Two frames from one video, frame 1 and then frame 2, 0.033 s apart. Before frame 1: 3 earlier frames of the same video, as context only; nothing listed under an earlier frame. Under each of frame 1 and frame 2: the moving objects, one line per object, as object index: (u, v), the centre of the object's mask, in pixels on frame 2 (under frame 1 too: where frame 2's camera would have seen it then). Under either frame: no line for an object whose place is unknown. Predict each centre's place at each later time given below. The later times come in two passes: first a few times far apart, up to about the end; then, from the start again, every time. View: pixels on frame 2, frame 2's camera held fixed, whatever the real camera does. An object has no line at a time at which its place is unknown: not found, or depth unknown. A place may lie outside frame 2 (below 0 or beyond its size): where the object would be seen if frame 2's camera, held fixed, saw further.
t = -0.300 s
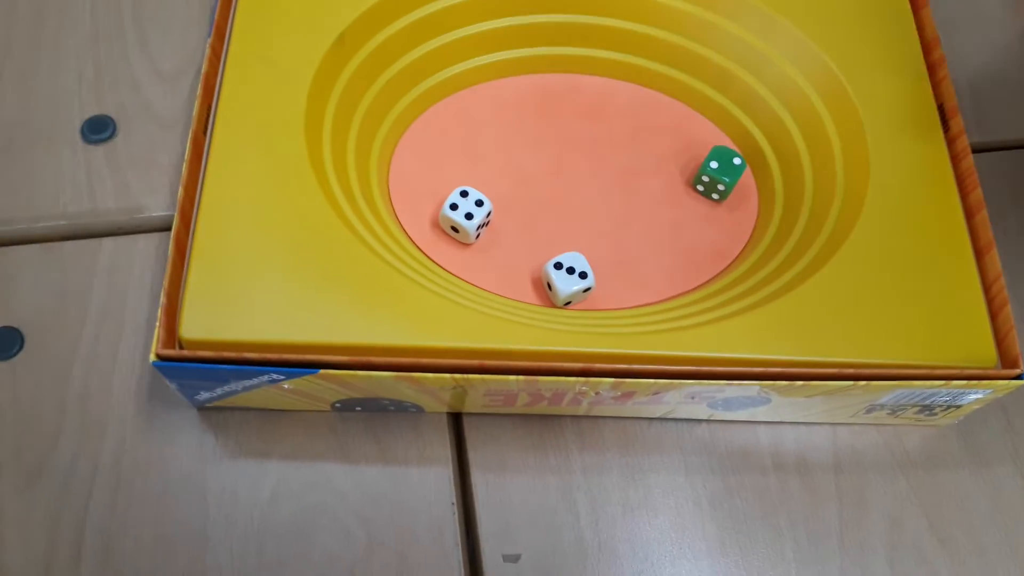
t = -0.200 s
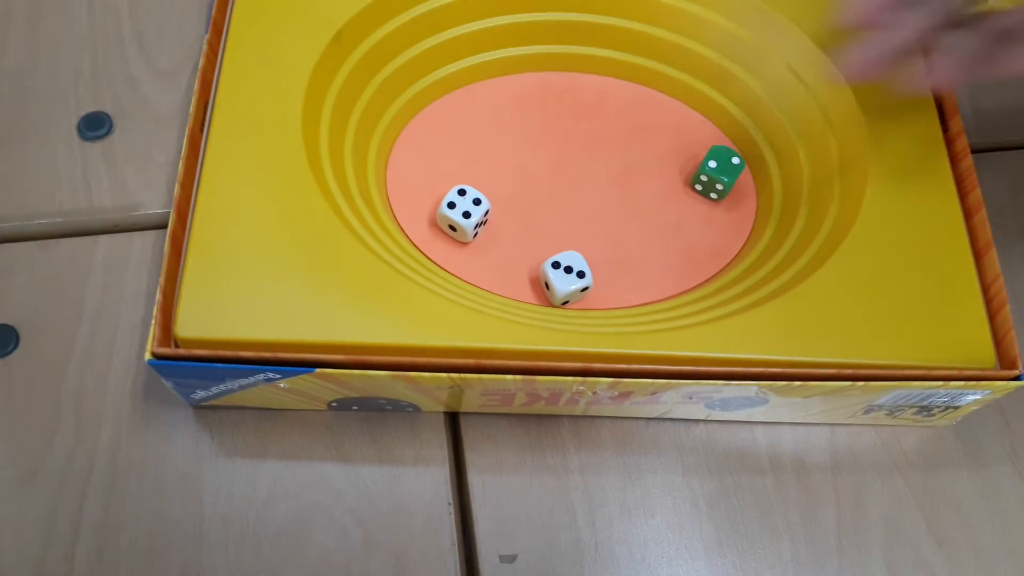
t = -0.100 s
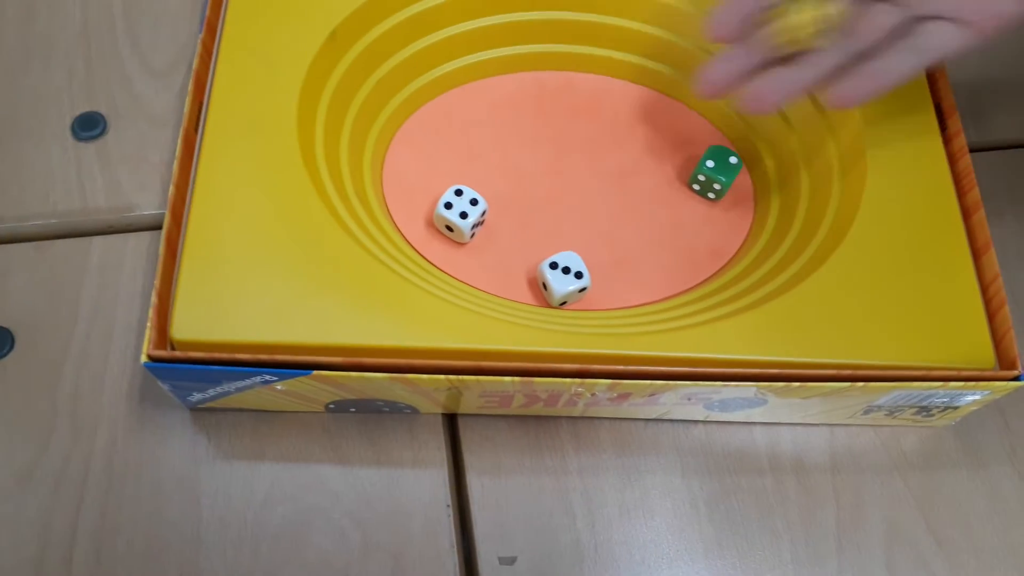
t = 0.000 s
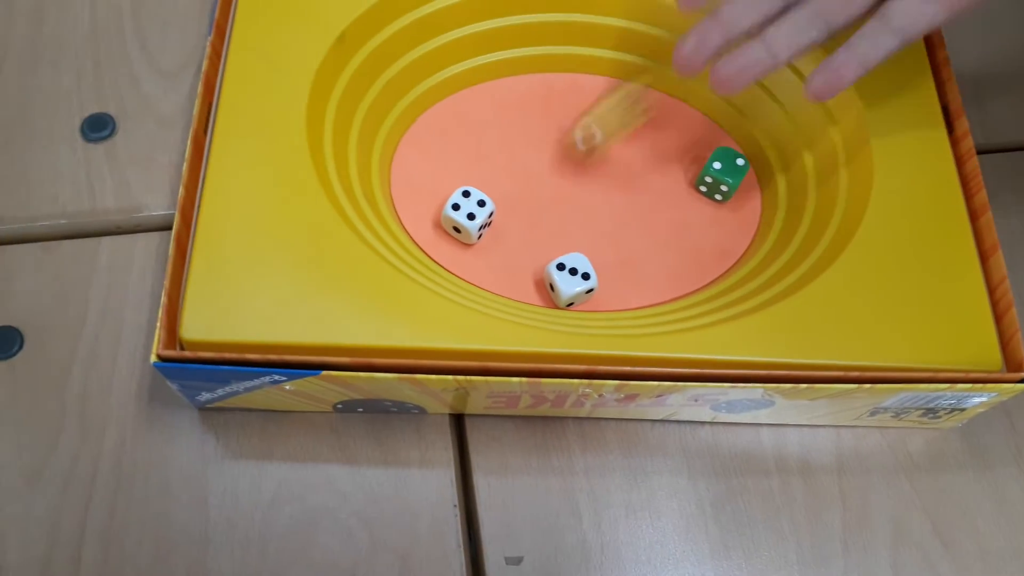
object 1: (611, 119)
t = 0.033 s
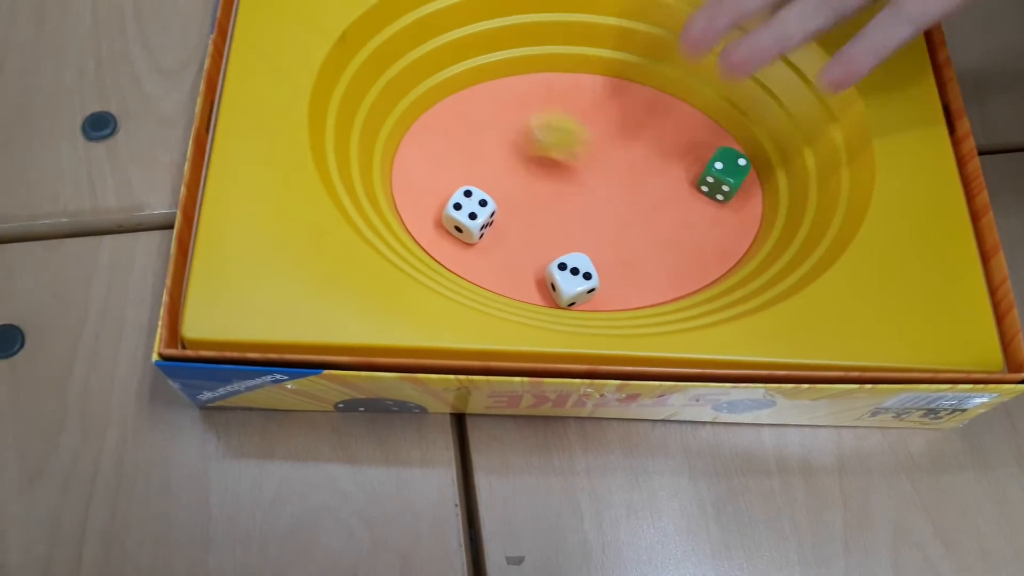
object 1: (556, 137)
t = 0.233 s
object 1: (444, 167)
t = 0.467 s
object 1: (411, 192)
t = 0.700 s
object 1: (427, 205)
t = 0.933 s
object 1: (427, 205)
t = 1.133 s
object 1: (427, 205)
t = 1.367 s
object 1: (427, 205)
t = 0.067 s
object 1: (512, 127)
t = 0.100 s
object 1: (466, 130)
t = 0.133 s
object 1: (425, 118)
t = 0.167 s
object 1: (430, 122)
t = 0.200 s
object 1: (439, 141)
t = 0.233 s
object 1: (444, 167)
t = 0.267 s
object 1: (443, 176)
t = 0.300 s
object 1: (432, 185)
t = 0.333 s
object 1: (420, 186)
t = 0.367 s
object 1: (413, 185)
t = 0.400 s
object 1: (408, 186)
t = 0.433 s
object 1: (408, 189)
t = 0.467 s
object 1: (411, 192)
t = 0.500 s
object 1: (416, 198)
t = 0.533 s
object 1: (423, 205)
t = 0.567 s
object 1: (427, 203)
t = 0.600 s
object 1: (427, 204)
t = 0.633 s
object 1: (427, 204)
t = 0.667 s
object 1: (427, 205)
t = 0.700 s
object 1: (427, 205)
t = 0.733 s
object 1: (427, 205)
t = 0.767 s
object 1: (427, 204)
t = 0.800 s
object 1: (427, 205)
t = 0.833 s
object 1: (427, 205)
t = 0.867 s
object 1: (427, 205)
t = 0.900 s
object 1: (427, 204)
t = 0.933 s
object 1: (427, 205)
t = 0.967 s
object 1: (427, 205)
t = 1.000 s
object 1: (427, 205)
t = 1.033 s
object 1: (427, 205)
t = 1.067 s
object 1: (427, 205)
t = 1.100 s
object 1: (427, 205)
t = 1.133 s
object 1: (427, 205)
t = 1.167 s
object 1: (427, 205)
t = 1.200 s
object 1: (427, 205)
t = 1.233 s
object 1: (427, 205)
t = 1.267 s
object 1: (427, 205)
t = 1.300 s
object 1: (427, 205)
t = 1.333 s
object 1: (427, 205)
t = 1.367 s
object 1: (427, 205)
